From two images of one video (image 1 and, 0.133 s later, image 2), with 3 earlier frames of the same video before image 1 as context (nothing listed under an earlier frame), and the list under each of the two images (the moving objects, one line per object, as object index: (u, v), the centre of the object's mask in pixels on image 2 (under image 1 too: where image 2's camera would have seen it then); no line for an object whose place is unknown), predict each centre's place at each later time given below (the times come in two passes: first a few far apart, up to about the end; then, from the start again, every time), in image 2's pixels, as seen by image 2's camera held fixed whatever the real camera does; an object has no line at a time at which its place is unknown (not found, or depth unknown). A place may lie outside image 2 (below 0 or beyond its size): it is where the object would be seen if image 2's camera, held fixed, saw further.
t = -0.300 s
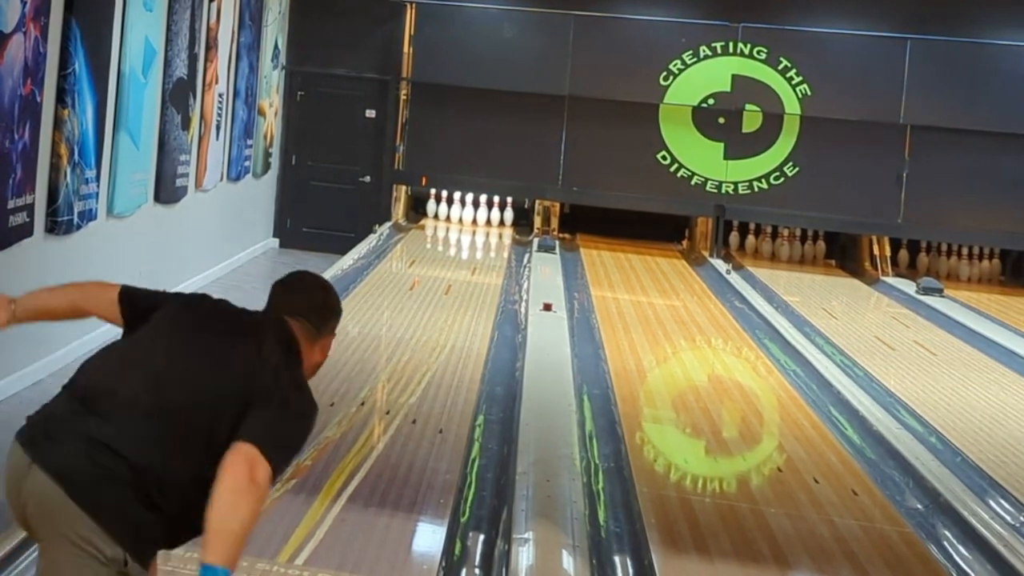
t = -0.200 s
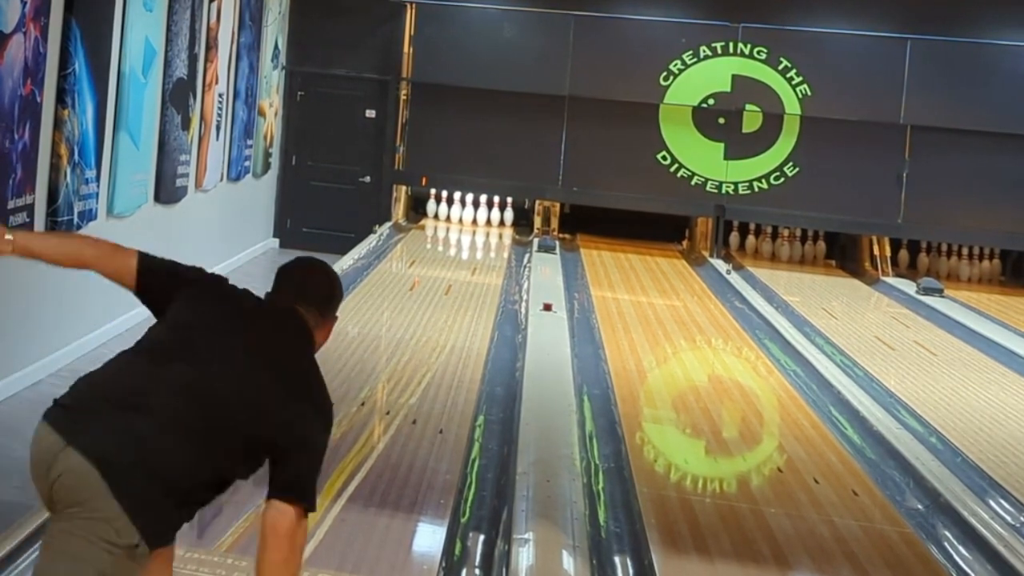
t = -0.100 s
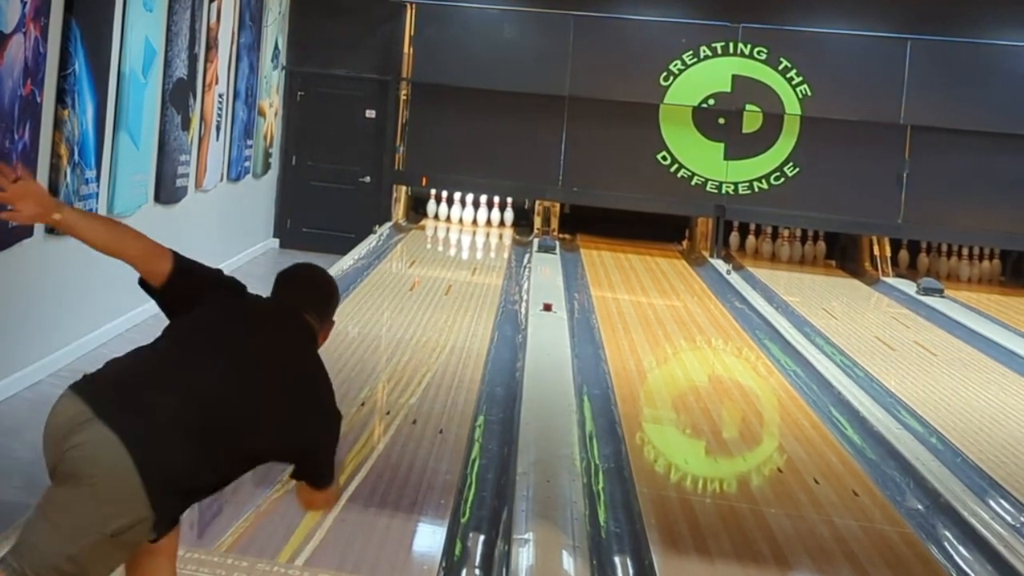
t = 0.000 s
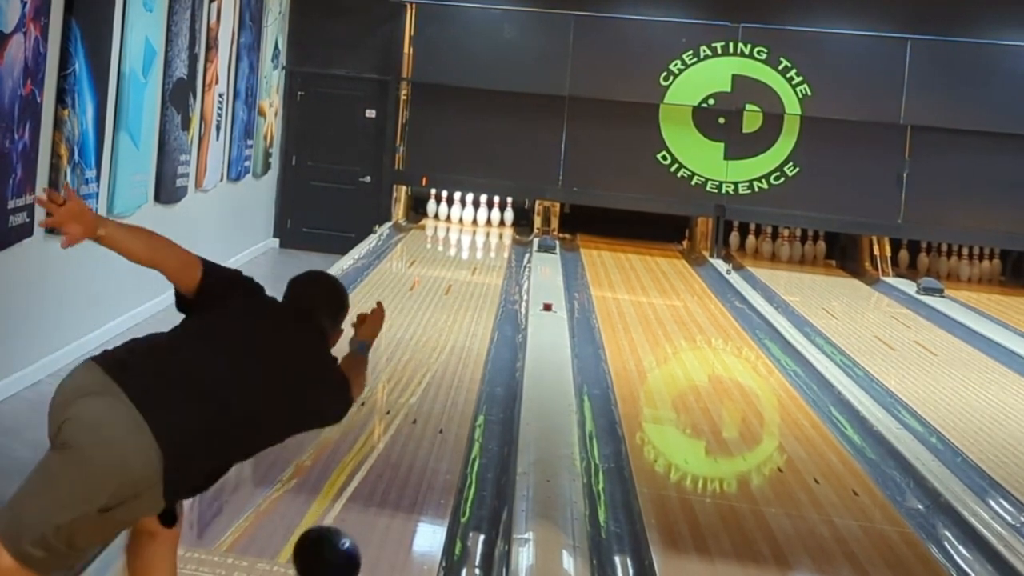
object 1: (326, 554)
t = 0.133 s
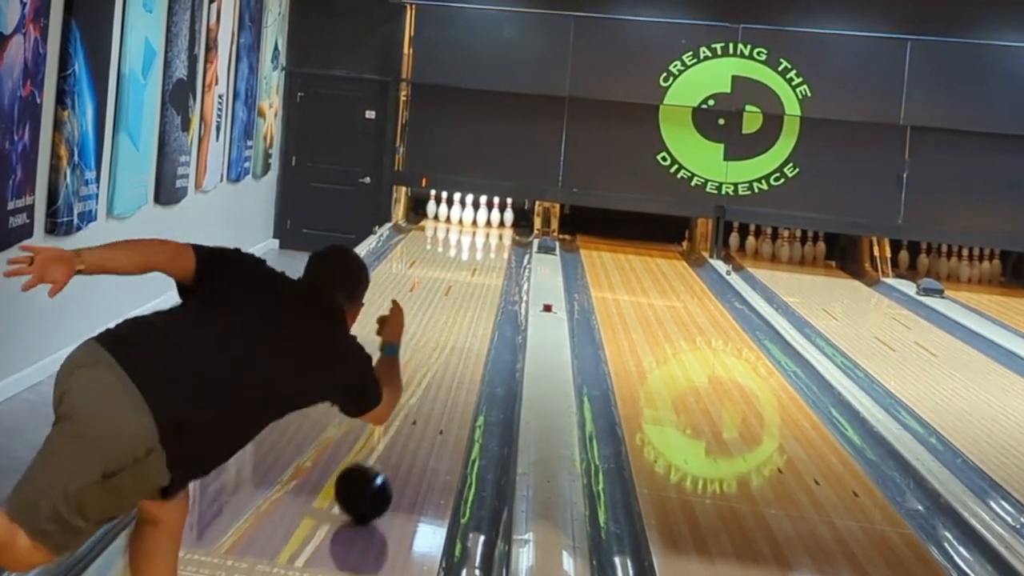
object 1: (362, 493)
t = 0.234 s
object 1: (384, 461)
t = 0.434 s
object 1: (415, 394)
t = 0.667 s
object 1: (439, 346)
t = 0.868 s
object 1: (454, 316)
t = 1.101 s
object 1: (466, 289)
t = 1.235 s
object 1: (471, 277)
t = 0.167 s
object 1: (370, 478)
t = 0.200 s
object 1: (377, 466)
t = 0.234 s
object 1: (384, 461)
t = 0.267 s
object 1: (395, 462)
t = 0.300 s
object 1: (402, 422)
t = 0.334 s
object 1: (401, 421)
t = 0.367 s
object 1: (406, 411)
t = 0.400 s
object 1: (410, 402)
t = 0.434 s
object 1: (415, 394)
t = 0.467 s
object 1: (419, 385)
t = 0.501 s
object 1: (423, 378)
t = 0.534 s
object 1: (427, 371)
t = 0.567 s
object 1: (430, 364)
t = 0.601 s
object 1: (433, 358)
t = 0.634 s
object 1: (436, 352)
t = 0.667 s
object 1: (439, 346)
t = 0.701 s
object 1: (442, 340)
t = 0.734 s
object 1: (445, 335)
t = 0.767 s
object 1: (447, 330)
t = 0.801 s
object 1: (450, 325)
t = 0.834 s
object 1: (452, 320)
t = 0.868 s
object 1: (454, 316)
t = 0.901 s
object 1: (456, 312)
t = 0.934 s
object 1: (458, 307)
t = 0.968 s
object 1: (460, 303)
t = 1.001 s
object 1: (461, 299)
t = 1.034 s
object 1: (463, 296)
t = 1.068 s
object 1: (464, 293)
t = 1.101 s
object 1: (466, 289)
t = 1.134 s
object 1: (467, 286)
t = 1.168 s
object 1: (469, 283)
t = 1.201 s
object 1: (470, 280)
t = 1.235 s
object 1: (471, 277)
